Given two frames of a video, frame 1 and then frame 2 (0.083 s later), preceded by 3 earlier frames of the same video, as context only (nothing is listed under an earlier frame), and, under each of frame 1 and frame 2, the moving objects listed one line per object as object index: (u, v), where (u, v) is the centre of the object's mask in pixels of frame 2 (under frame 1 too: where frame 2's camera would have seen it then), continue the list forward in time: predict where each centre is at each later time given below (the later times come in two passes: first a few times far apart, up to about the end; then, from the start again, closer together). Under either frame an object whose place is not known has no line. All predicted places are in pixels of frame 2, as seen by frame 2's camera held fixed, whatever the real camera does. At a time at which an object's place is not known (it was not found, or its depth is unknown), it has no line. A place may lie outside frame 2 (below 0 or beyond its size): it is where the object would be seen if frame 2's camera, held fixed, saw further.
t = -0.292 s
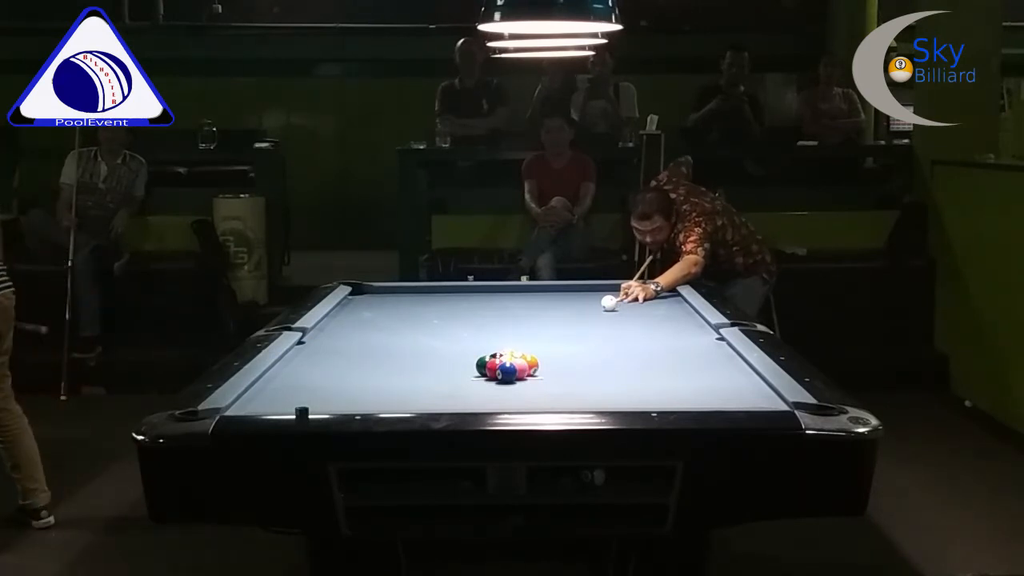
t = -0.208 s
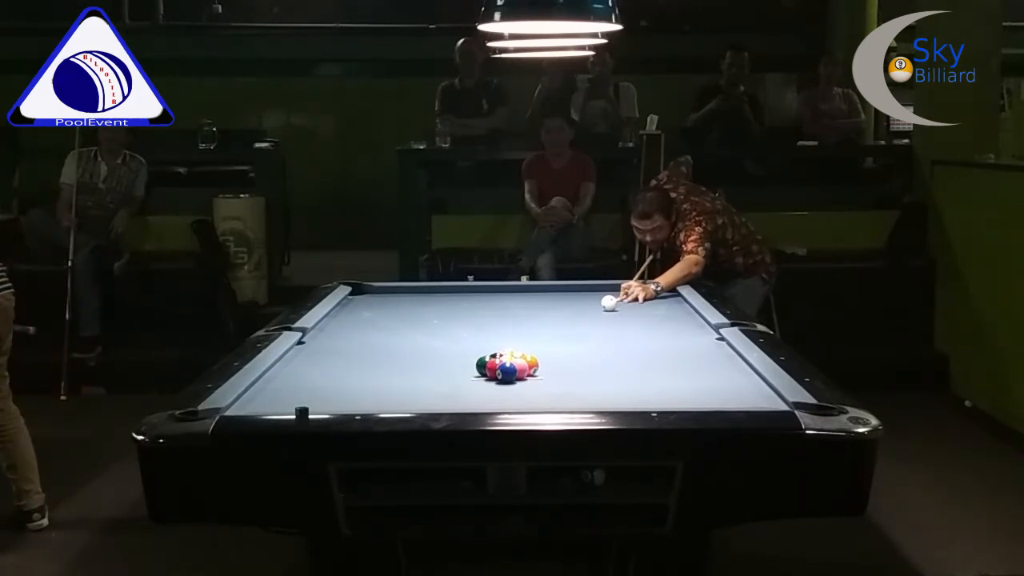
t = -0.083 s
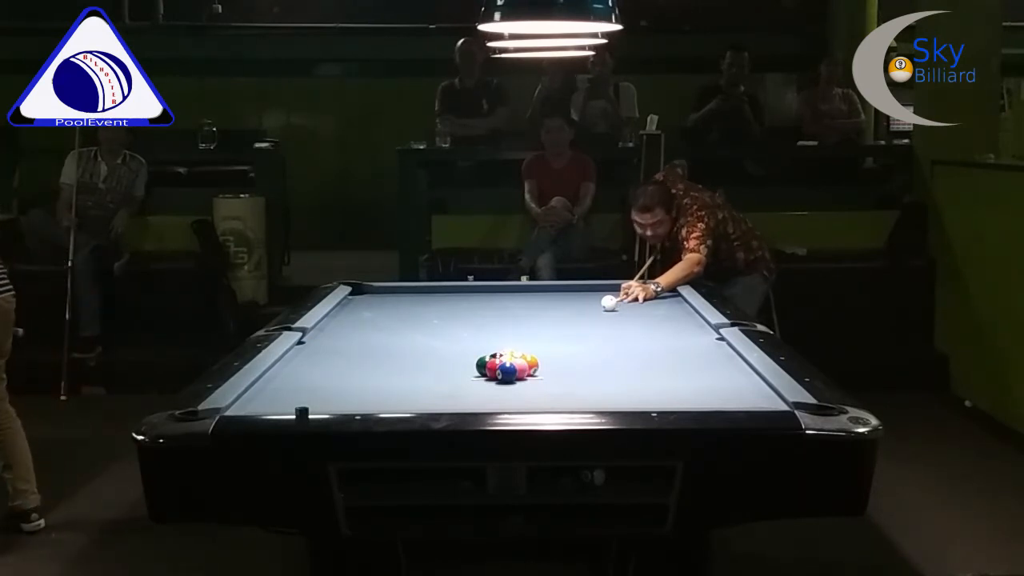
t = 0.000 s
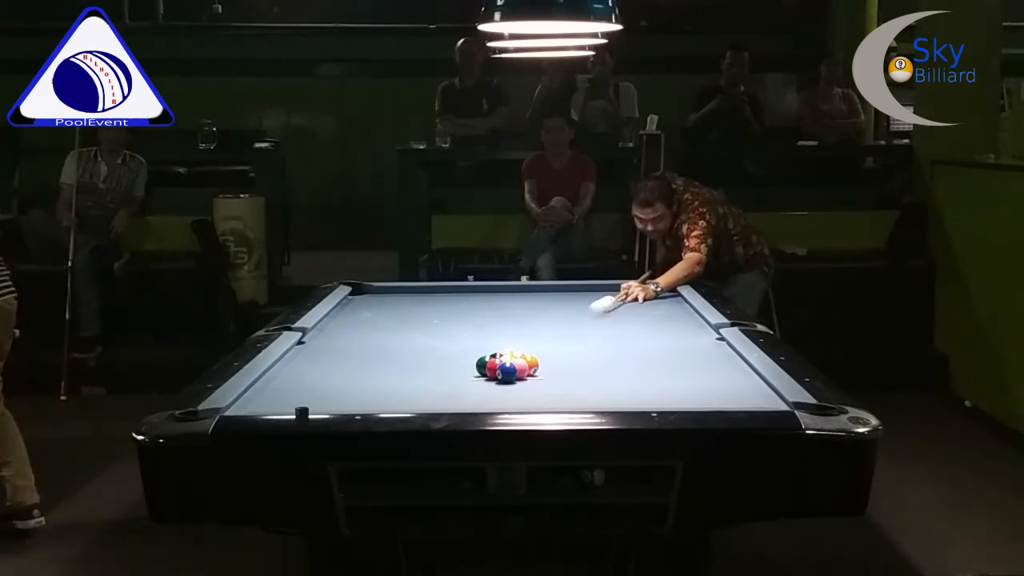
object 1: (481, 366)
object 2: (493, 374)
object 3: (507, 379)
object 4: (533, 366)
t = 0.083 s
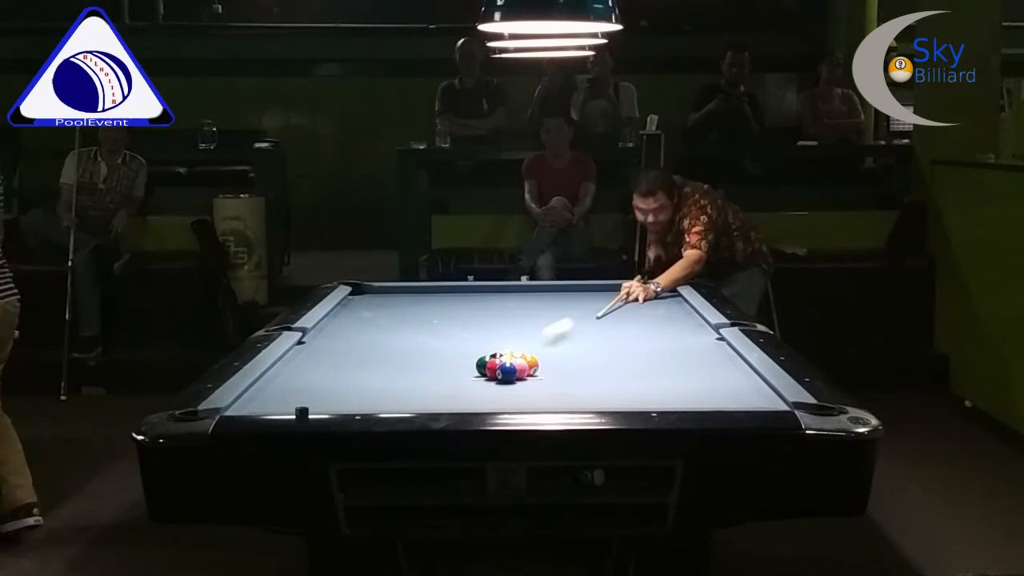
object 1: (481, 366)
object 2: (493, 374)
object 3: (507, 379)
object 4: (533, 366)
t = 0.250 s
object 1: (451, 362)
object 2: (485, 374)
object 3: (523, 393)
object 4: (517, 366)
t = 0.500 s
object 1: (365, 358)
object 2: (461, 383)
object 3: (551, 395)
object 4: (549, 361)
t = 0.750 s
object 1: (293, 356)
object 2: (437, 392)
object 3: (565, 374)
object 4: (568, 358)
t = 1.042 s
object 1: (340, 351)
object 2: (409, 401)
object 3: (569, 361)
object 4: (596, 355)
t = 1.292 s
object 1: (373, 346)
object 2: (383, 405)
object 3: (563, 356)
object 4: (626, 346)
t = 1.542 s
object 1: (404, 342)
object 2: (374, 404)
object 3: (558, 351)
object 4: (653, 339)
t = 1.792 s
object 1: (431, 338)
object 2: (366, 402)
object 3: (553, 346)
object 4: (677, 331)
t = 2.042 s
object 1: (457, 335)
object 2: (359, 401)
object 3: (547, 342)
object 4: (699, 324)
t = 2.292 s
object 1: (481, 332)
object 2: (353, 399)
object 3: (543, 339)
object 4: (687, 321)
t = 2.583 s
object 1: (505, 329)
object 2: (347, 397)
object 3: (537, 335)
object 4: (670, 316)
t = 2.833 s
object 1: (523, 325)
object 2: (343, 396)
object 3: (532, 332)
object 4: (657, 313)
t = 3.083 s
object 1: (543, 324)
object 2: (339, 394)
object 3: (529, 331)
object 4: (645, 310)
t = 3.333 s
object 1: (558, 322)
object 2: (337, 394)
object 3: (526, 328)
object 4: (635, 307)
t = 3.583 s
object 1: (571, 320)
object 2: (336, 394)
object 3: (523, 326)
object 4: (625, 305)
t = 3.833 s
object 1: (584, 319)
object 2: (335, 393)
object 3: (520, 325)
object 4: (617, 303)
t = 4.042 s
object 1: (594, 317)
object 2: (335, 393)
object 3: (519, 324)
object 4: (611, 302)
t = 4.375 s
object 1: (608, 315)
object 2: (335, 393)
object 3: (516, 322)
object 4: (601, 299)
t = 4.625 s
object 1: (616, 315)
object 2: (335, 393)
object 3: (515, 322)
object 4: (596, 298)
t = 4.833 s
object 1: (621, 314)
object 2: (335, 393)
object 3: (515, 321)
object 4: (592, 296)
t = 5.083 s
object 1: (626, 313)
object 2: (335, 393)
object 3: (515, 321)
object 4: (588, 295)
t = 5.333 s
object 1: (631, 312)
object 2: (335, 393)
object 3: (516, 321)
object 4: (585, 295)
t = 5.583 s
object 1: (634, 312)
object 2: (335, 393)
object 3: (516, 321)
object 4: (582, 294)
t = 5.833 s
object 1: (637, 312)
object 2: (335, 393)
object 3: (516, 321)
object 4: (580, 293)
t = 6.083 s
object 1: (638, 311)
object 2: (335, 393)
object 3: (516, 321)
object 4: (578, 293)
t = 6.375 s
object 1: (638, 311)
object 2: (335, 393)
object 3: (516, 321)
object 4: (578, 293)
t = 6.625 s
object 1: (638, 311)
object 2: (335, 393)
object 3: (516, 321)
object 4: (578, 293)
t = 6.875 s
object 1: (638, 311)
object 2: (335, 393)
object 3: (516, 321)
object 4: (578, 293)
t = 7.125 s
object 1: (637, 311)
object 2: (335, 393)
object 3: (516, 321)
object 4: (578, 293)
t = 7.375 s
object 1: (637, 311)
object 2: (335, 393)
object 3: (516, 321)
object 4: (578, 293)
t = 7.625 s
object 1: (637, 311)
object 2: (335, 393)
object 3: (516, 321)
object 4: (578, 293)
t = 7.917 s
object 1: (638, 311)
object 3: (516, 321)
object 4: (578, 293)
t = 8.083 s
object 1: (637, 311)
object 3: (516, 321)
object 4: (578, 293)
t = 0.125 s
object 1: (481, 366)
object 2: (493, 375)
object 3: (507, 378)
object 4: (533, 365)
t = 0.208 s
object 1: (468, 362)
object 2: (490, 376)
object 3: (516, 386)
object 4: (525, 360)
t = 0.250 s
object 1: (451, 362)
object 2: (485, 374)
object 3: (523, 393)
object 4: (517, 366)
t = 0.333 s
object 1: (419, 361)
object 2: (477, 377)
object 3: (538, 402)
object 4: (535, 362)
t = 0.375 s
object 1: (405, 360)
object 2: (473, 378)
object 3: (543, 403)
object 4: (538, 362)
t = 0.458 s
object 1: (378, 359)
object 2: (465, 382)
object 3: (548, 398)
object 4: (545, 361)
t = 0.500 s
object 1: (365, 358)
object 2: (461, 383)
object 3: (551, 395)
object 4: (549, 361)
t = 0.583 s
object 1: (338, 357)
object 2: (454, 386)
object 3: (556, 388)
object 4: (555, 361)
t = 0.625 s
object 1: (325, 357)
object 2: (450, 387)
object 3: (558, 385)
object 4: (558, 360)
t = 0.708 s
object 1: (300, 355)
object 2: (442, 390)
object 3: (563, 378)
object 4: (565, 359)
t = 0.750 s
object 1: (293, 356)
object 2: (437, 392)
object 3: (565, 374)
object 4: (568, 358)
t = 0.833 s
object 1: (308, 354)
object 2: (429, 395)
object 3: (569, 369)
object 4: (578, 357)
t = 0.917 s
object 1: (321, 353)
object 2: (421, 397)
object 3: (574, 364)
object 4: (585, 358)
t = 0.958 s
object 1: (327, 352)
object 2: (417, 398)
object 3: (573, 362)
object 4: (587, 359)
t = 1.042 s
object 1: (340, 351)
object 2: (409, 401)
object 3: (569, 361)
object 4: (596, 355)
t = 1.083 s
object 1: (344, 350)
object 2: (405, 402)
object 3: (568, 360)
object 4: (602, 354)
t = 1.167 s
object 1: (357, 348)
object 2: (396, 403)
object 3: (566, 358)
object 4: (611, 350)
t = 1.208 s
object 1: (362, 347)
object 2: (392, 404)
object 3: (565, 358)
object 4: (616, 349)
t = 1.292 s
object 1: (373, 346)
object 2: (383, 405)
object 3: (563, 356)
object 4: (626, 346)
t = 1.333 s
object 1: (378, 345)
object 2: (381, 405)
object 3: (562, 355)
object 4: (631, 345)
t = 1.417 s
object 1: (389, 344)
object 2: (378, 405)
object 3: (561, 353)
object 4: (640, 342)
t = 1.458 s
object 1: (394, 343)
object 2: (377, 405)
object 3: (560, 352)
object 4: (644, 341)
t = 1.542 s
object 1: (404, 342)
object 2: (374, 404)
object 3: (558, 351)
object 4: (653, 339)
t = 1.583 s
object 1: (409, 341)
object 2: (373, 404)
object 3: (557, 350)
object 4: (657, 337)
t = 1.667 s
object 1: (418, 340)
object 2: (370, 403)
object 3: (555, 348)
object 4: (665, 335)
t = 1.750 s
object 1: (428, 339)
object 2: (367, 403)
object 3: (554, 347)
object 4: (673, 332)
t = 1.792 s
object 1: (431, 338)
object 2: (366, 402)
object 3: (553, 346)
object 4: (677, 331)
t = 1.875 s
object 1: (441, 337)
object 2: (364, 402)
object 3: (551, 345)
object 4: (684, 329)
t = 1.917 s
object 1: (445, 337)
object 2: (363, 402)
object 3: (550, 344)
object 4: (688, 328)
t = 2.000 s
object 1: (453, 336)
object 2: (360, 401)
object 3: (548, 343)
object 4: (695, 326)
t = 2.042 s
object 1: (457, 335)
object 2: (359, 401)
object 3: (547, 342)
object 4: (699, 324)
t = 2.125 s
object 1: (465, 334)
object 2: (357, 400)
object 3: (546, 341)
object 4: (698, 323)
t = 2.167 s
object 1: (469, 333)
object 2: (356, 400)
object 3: (545, 340)
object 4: (695, 322)
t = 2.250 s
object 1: (477, 333)
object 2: (354, 399)
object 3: (543, 339)
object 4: (690, 321)
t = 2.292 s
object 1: (481, 332)
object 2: (353, 399)
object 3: (543, 339)
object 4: (687, 321)
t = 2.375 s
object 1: (488, 331)
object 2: (351, 399)
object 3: (541, 338)
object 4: (682, 319)
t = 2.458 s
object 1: (495, 329)
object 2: (350, 398)
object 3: (539, 337)
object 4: (677, 318)
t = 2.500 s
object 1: (499, 330)
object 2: (349, 398)
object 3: (539, 336)
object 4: (675, 317)
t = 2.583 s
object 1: (505, 329)
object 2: (347, 397)
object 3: (537, 335)
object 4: (670, 316)
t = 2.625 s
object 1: (509, 329)
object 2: (347, 397)
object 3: (536, 335)
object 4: (668, 316)
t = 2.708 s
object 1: (515, 328)
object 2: (345, 397)
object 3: (535, 334)
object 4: (663, 315)
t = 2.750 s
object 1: (518, 327)
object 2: (344, 396)
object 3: (534, 334)
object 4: (661, 314)
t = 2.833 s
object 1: (523, 325)
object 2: (343, 396)
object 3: (532, 332)
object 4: (657, 313)
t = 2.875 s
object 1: (525, 323)
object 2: (342, 396)
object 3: (532, 332)
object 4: (655, 313)
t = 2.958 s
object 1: (535, 321)
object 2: (341, 395)
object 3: (530, 332)
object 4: (651, 312)
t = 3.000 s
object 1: (539, 323)
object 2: (340, 395)
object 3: (530, 331)
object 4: (649, 311)
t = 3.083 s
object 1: (543, 324)
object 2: (339, 394)
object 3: (529, 331)
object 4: (645, 310)
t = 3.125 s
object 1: (545, 324)
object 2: (339, 395)
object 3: (528, 330)
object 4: (643, 310)
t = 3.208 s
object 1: (550, 323)
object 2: (338, 394)
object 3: (527, 329)
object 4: (640, 309)
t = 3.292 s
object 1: (556, 322)
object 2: (338, 394)
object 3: (526, 329)
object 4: (637, 308)
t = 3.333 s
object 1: (558, 322)
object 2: (337, 394)
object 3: (526, 328)
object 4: (635, 307)
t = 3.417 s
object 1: (563, 322)
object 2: (337, 394)
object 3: (525, 328)
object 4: (631, 307)
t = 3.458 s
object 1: (565, 321)
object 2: (337, 394)
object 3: (524, 327)
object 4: (630, 306)
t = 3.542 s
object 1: (570, 321)
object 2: (336, 394)
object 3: (523, 327)
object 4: (627, 306)
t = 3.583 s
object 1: (571, 320)
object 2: (336, 394)
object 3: (523, 326)
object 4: (625, 305)
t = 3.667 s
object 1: (576, 320)
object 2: (336, 393)
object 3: (522, 326)
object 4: (623, 305)
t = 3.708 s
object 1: (578, 320)
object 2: (335, 393)
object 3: (522, 325)
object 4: (621, 304)
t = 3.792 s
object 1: (582, 319)
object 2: (335, 393)
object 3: (521, 325)
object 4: (618, 303)
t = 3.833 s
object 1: (584, 319)
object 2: (335, 393)
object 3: (520, 325)
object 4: (617, 303)
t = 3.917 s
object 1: (588, 318)
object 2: (335, 393)
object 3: (520, 325)
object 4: (614, 302)
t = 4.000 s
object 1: (592, 318)
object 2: (335, 393)
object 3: (519, 324)
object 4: (612, 302)
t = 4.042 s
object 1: (594, 317)
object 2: (335, 393)
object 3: (519, 324)
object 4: (611, 302)
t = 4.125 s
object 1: (597, 317)
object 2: (335, 393)
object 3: (518, 323)
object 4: (609, 301)
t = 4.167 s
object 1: (598, 317)
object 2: (335, 393)
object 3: (518, 323)
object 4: (608, 300)
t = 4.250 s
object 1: (602, 317)
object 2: (335, 393)
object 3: (517, 323)
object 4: (605, 300)
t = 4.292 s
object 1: (604, 316)
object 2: (335, 393)
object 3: (517, 323)
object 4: (604, 300)
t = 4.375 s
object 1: (608, 315)
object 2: (335, 393)
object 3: (516, 322)
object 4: (601, 299)
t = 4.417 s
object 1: (609, 315)
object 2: (335, 393)
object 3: (516, 322)
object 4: (600, 299)
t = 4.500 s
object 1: (612, 315)
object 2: (335, 393)
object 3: (516, 322)
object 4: (599, 298)
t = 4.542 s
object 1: (613, 315)
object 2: (335, 393)
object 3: (515, 322)
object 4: (598, 298)
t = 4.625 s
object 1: (616, 315)
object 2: (335, 393)
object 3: (515, 322)
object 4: (596, 298)
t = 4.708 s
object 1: (618, 314)
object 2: (335, 393)
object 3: (515, 322)
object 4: (595, 297)
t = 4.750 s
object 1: (619, 314)
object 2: (335, 393)
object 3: (515, 321)
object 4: (594, 297)
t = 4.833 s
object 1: (621, 314)
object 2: (335, 393)
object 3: (515, 321)
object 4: (592, 296)
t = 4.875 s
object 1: (622, 314)
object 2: (335, 393)
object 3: (515, 321)
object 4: (592, 296)
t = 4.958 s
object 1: (624, 313)
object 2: (335, 393)
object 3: (515, 321)
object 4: (590, 296)
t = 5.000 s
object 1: (625, 313)
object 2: (335, 393)
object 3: (515, 321)
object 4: (590, 296)
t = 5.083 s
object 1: (626, 313)
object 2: (335, 393)
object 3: (515, 321)
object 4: (588, 295)
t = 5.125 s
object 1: (627, 313)
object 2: (335, 393)
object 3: (515, 321)
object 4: (587, 295)
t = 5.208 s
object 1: (629, 312)
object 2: (335, 393)
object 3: (516, 321)
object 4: (586, 295)
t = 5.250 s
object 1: (629, 312)
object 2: (335, 393)
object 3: (516, 321)
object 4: (586, 295)
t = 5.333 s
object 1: (631, 312)
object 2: (335, 393)
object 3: (516, 321)
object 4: (585, 295)
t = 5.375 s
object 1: (631, 312)
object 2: (335, 393)
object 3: (516, 321)
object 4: (584, 294)
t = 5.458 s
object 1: (632, 312)
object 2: (335, 393)
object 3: (516, 321)
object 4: (583, 294)
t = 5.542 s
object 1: (634, 312)
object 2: (335, 393)
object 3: (516, 321)
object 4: (583, 294)
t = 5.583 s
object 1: (634, 312)
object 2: (335, 393)
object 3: (516, 321)
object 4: (582, 294)
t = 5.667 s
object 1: (635, 311)
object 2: (335, 393)
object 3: (516, 321)
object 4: (581, 294)
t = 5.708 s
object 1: (635, 312)
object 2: (335, 393)
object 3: (516, 321)
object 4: (581, 293)
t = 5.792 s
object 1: (636, 311)
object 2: (335, 393)
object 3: (516, 321)
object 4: (580, 293)
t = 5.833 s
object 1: (637, 312)
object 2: (335, 393)
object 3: (516, 321)
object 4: (580, 293)
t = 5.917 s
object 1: (637, 311)
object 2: (335, 393)
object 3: (516, 321)
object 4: (579, 293)
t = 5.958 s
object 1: (637, 311)
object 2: (335, 393)
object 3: (516, 321)
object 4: (579, 293)
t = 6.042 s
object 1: (638, 311)
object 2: (335, 393)
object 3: (516, 321)
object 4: (578, 293)
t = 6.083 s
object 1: (638, 311)
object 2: (335, 393)
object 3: (516, 321)
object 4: (578, 293)
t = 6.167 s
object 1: (638, 311)
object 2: (335, 393)
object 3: (516, 321)
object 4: (578, 293)
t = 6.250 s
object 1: (638, 311)
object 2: (335, 393)
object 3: (516, 321)
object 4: (578, 293)
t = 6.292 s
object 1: (638, 311)
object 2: (335, 393)
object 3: (516, 321)
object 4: (578, 293)
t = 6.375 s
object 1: (638, 311)
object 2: (335, 393)
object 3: (516, 321)
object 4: (578, 293)
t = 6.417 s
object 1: (638, 311)
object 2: (335, 393)
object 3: (516, 321)
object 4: (578, 293)
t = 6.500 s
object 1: (638, 311)
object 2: (335, 393)
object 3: (516, 321)
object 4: (578, 293)
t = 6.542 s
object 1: (638, 311)
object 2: (335, 393)
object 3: (516, 321)
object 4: (578, 293)
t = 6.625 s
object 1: (638, 311)
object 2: (335, 393)
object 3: (516, 321)
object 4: (578, 293)
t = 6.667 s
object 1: (638, 311)
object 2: (335, 393)
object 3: (516, 321)
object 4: (578, 293)
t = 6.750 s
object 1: (637, 311)
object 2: (335, 393)
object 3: (516, 321)
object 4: (578, 293)
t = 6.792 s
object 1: (638, 311)
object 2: (335, 393)
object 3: (516, 321)
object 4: (578, 293)
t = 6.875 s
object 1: (638, 311)
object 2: (335, 393)
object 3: (516, 321)
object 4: (578, 293)
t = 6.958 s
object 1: (637, 311)
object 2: (335, 393)
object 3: (516, 321)
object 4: (578, 293)
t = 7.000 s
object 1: (638, 311)
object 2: (335, 393)
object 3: (516, 321)
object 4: (578, 293)
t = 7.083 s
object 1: (638, 311)
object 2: (335, 393)
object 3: (516, 321)
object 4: (578, 293)
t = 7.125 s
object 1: (637, 311)
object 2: (335, 393)
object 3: (516, 321)
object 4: (578, 293)
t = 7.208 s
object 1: (638, 311)
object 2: (335, 393)
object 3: (516, 321)
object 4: (578, 293)
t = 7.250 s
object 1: (638, 311)
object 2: (335, 393)
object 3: (516, 321)
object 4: (578, 293)
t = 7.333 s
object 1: (637, 311)
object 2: (335, 393)
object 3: (516, 321)
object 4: (578, 293)
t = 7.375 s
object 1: (637, 311)
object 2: (335, 393)
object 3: (516, 321)
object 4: (578, 293)
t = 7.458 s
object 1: (637, 311)
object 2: (335, 393)
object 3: (516, 321)
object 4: (578, 293)
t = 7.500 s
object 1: (638, 311)
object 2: (335, 393)
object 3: (516, 321)
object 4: (578, 293)
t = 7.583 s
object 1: (637, 311)
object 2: (335, 393)
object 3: (516, 321)
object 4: (578, 293)
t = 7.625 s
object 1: (637, 311)
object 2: (335, 393)
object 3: (516, 321)
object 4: (578, 293)
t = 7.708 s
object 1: (637, 311)
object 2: (335, 393)
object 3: (516, 321)
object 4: (578, 293)
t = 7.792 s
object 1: (638, 311)
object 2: (335, 393)
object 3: (516, 321)
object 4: (578, 293)
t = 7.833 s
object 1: (638, 311)
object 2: (335, 393)
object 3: (516, 321)
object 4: (578, 293)
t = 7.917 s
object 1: (638, 311)
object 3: (516, 321)
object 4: (578, 293)
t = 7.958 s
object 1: (637, 311)
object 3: (516, 321)
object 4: (578, 293)
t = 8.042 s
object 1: (637, 311)
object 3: (516, 321)
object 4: (578, 293)
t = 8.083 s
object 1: (637, 311)
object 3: (516, 321)
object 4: (578, 293)
